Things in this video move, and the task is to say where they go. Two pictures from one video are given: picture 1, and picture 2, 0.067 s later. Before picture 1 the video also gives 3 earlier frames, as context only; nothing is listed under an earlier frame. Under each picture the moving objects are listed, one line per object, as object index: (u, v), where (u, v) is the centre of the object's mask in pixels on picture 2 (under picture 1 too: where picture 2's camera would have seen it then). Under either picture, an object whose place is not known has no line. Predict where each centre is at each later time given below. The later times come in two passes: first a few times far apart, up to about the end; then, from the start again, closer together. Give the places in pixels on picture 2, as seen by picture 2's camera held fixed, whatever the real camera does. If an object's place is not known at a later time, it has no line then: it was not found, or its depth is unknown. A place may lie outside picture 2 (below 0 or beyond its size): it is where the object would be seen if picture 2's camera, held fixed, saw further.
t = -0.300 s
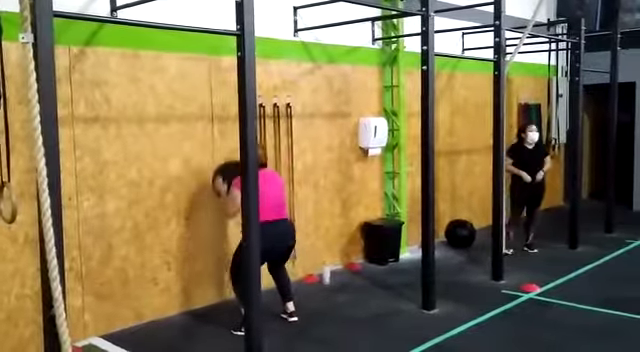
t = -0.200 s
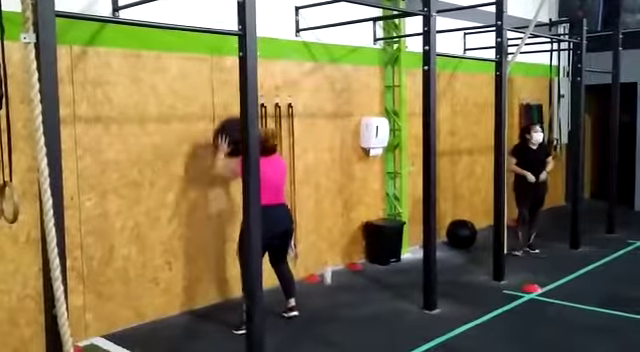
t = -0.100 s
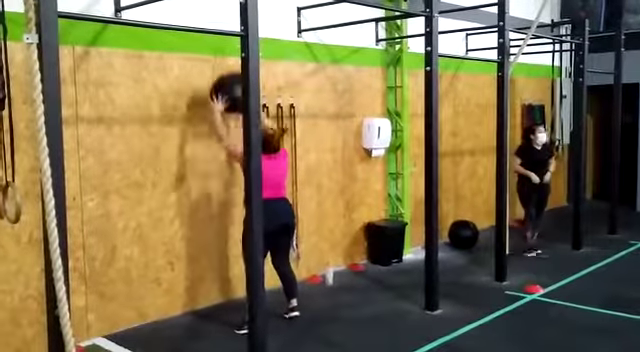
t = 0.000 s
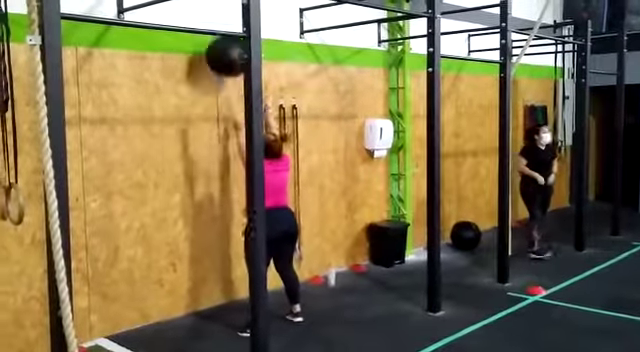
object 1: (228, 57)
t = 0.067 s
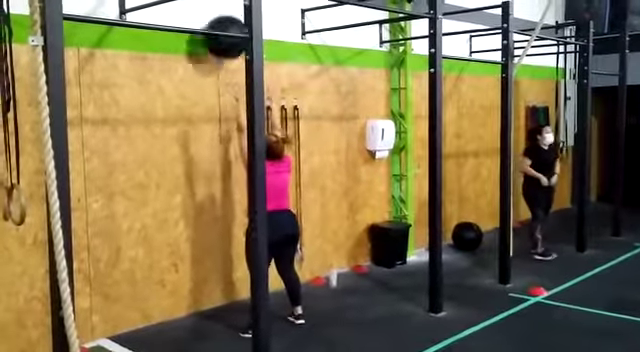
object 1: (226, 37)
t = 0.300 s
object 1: (213, 14)
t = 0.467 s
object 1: (222, 38)
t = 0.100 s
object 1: (224, 29)
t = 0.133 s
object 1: (222, 22)
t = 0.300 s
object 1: (213, 14)
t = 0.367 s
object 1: (219, 15)
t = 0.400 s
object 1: (220, 22)
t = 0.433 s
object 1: (222, 30)
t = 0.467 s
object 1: (222, 38)
